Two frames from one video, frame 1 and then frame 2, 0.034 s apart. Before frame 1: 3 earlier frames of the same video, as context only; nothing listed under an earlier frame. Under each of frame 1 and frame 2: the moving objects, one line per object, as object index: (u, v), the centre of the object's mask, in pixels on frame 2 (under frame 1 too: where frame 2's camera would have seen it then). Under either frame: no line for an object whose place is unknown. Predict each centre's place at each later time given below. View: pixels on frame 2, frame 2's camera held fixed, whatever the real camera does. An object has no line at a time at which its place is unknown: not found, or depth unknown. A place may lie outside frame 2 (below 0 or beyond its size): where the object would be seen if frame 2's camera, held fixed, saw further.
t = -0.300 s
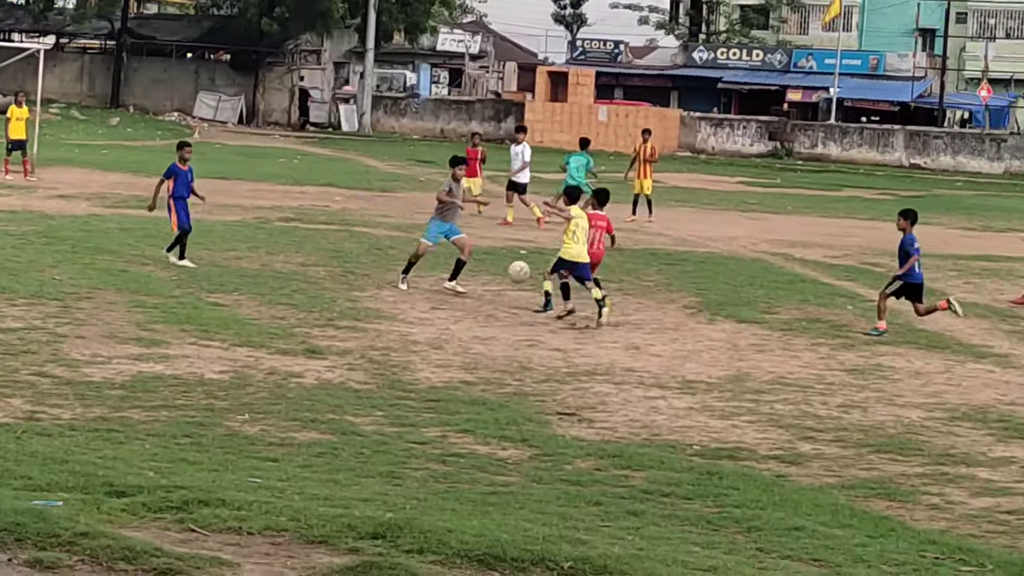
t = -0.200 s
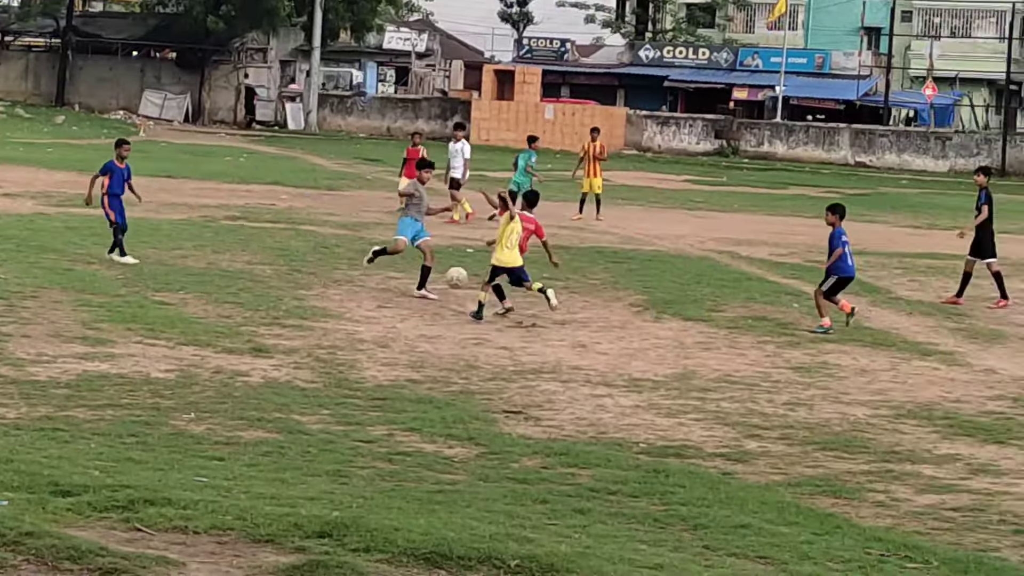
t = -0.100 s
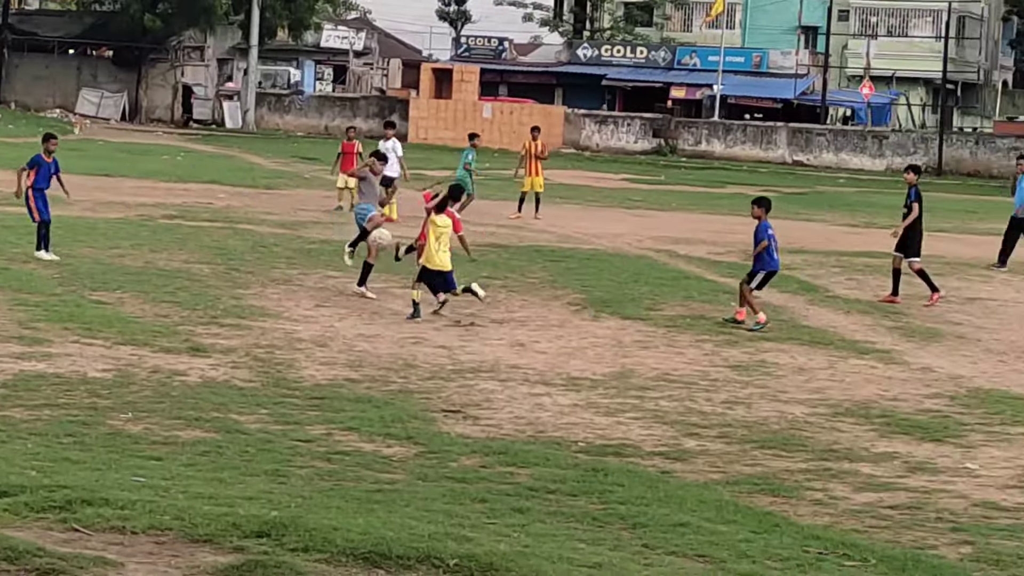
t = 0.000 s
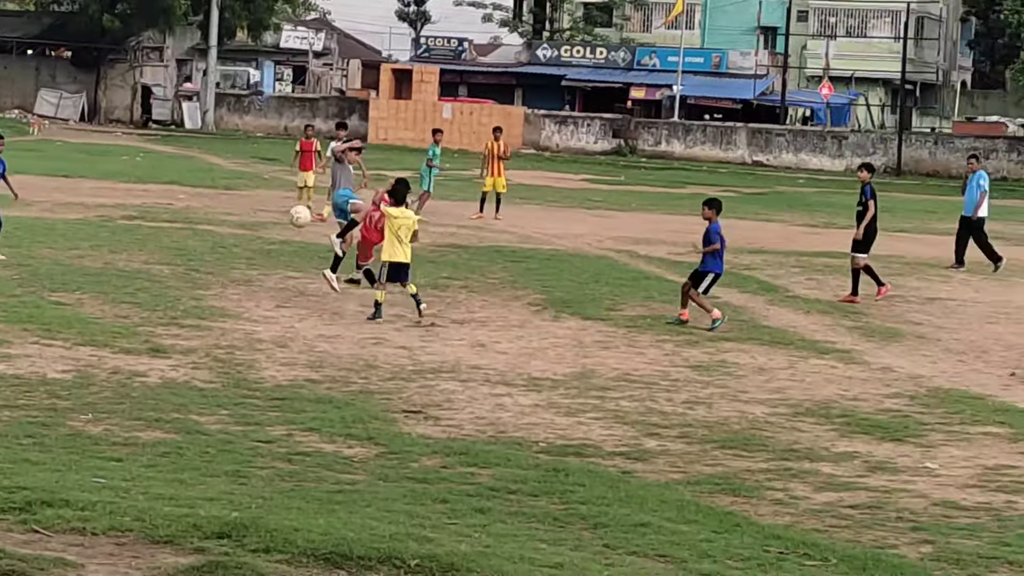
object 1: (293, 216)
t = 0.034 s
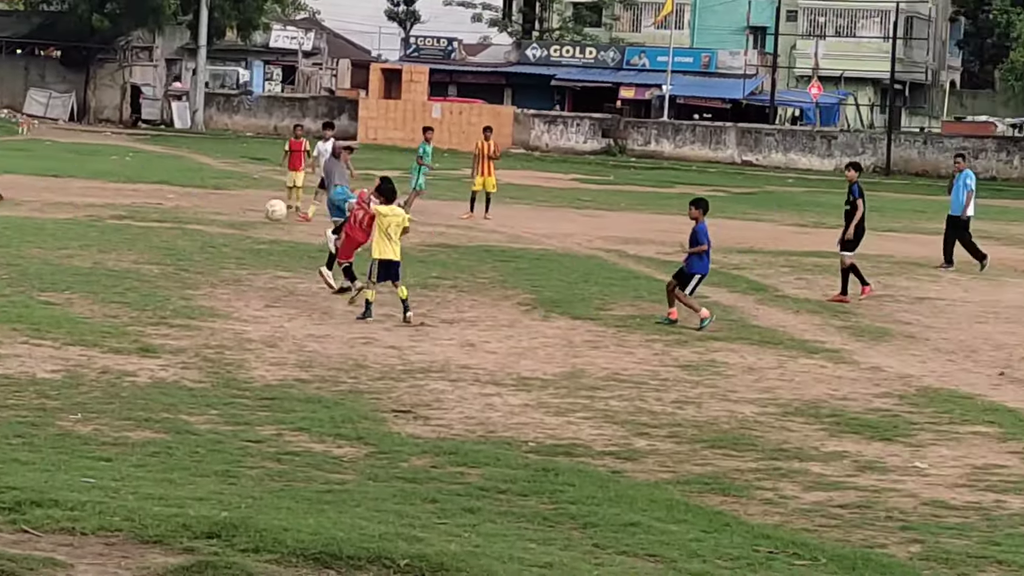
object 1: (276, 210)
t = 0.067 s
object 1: (258, 205)
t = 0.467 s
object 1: (92, 239)
